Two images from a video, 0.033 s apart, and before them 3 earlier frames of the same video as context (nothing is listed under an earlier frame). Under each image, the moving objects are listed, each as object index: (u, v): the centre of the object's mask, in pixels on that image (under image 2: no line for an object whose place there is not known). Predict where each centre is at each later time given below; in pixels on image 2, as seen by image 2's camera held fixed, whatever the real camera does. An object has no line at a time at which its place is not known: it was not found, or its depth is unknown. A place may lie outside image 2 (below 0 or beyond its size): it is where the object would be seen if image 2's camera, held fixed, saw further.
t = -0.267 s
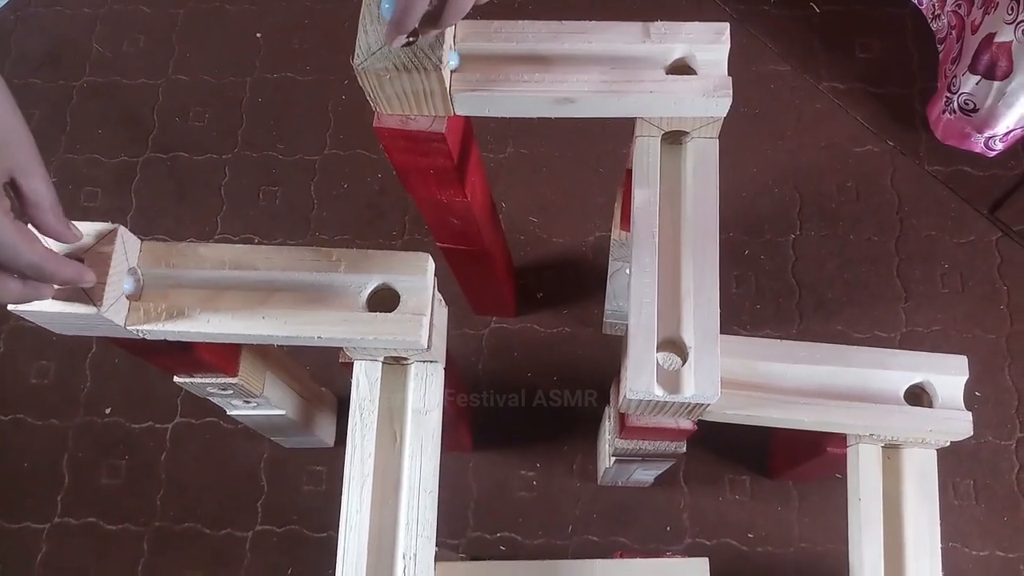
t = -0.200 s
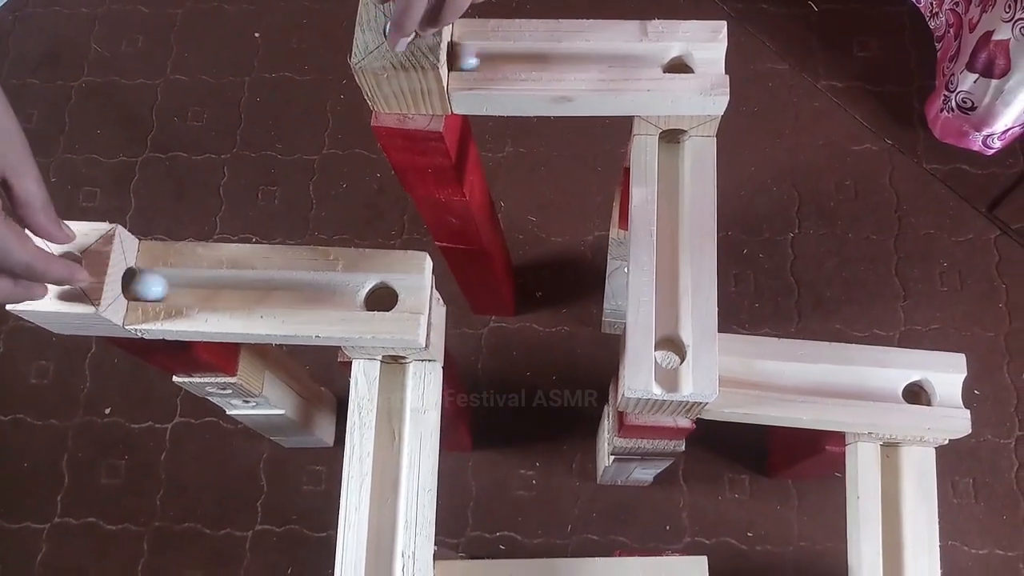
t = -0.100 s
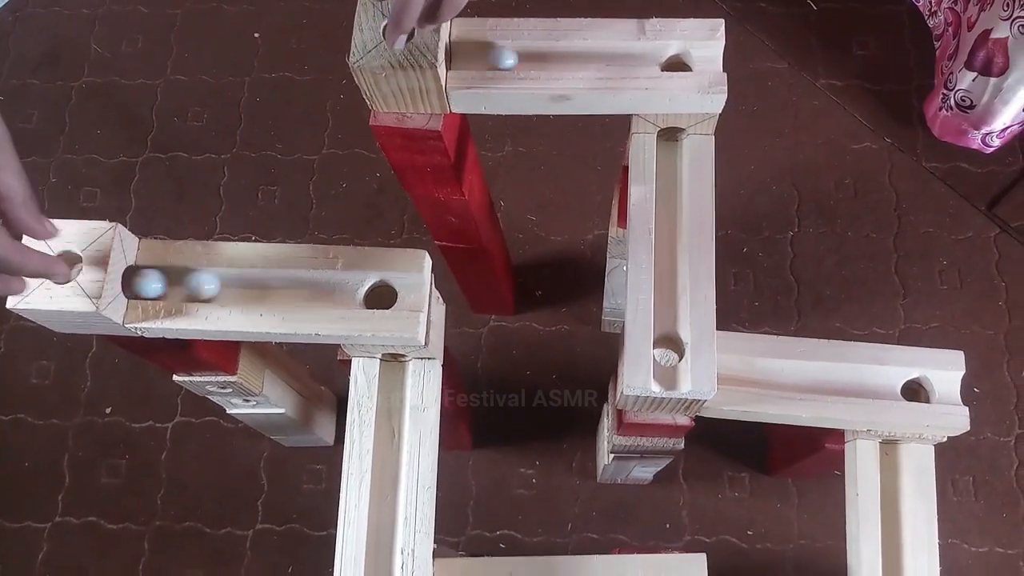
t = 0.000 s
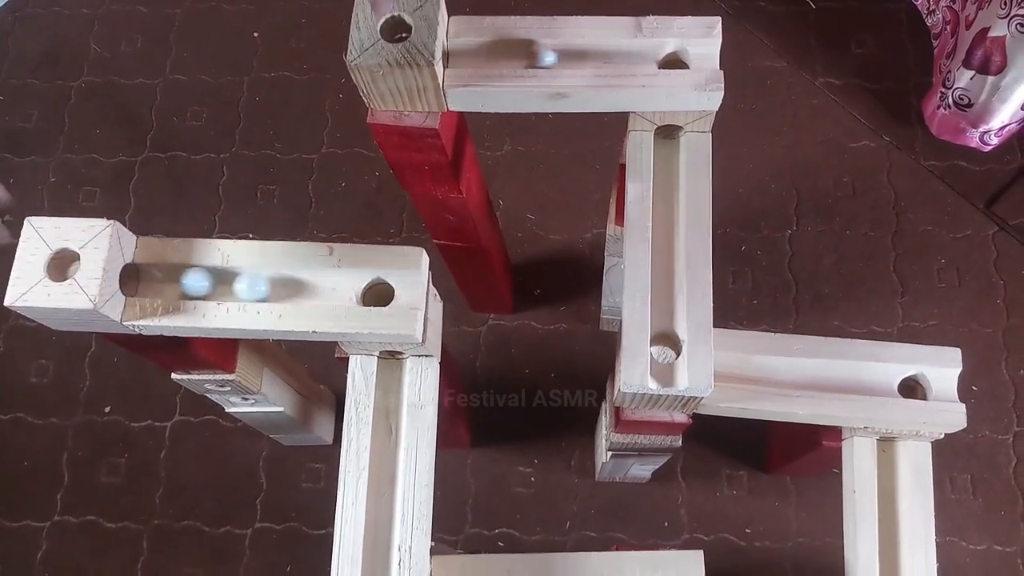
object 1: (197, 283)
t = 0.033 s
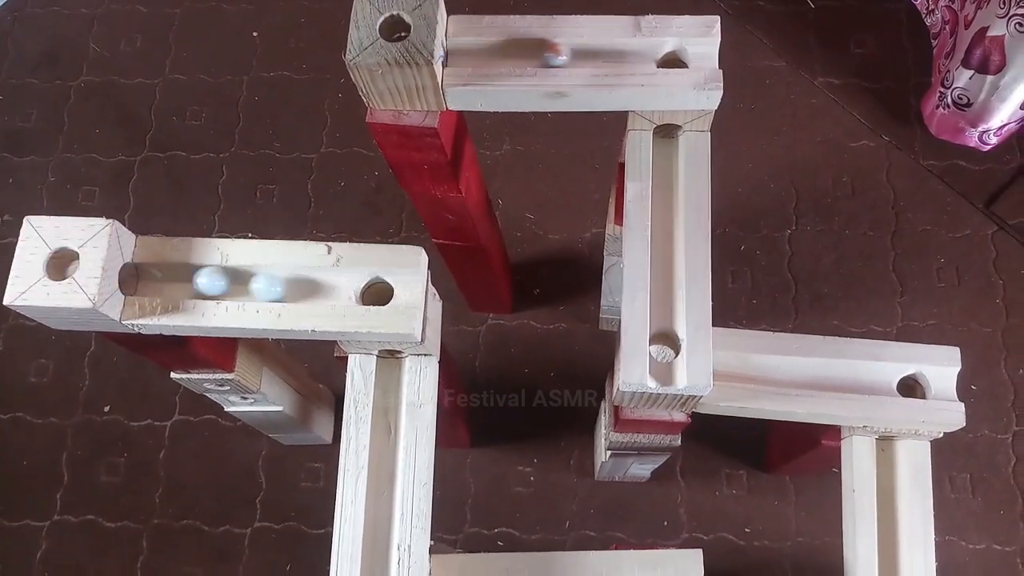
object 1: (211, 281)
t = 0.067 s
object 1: (230, 282)
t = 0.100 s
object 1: (249, 284)
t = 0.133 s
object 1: (267, 285)
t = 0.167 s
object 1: (287, 285)
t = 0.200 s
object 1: (309, 286)
